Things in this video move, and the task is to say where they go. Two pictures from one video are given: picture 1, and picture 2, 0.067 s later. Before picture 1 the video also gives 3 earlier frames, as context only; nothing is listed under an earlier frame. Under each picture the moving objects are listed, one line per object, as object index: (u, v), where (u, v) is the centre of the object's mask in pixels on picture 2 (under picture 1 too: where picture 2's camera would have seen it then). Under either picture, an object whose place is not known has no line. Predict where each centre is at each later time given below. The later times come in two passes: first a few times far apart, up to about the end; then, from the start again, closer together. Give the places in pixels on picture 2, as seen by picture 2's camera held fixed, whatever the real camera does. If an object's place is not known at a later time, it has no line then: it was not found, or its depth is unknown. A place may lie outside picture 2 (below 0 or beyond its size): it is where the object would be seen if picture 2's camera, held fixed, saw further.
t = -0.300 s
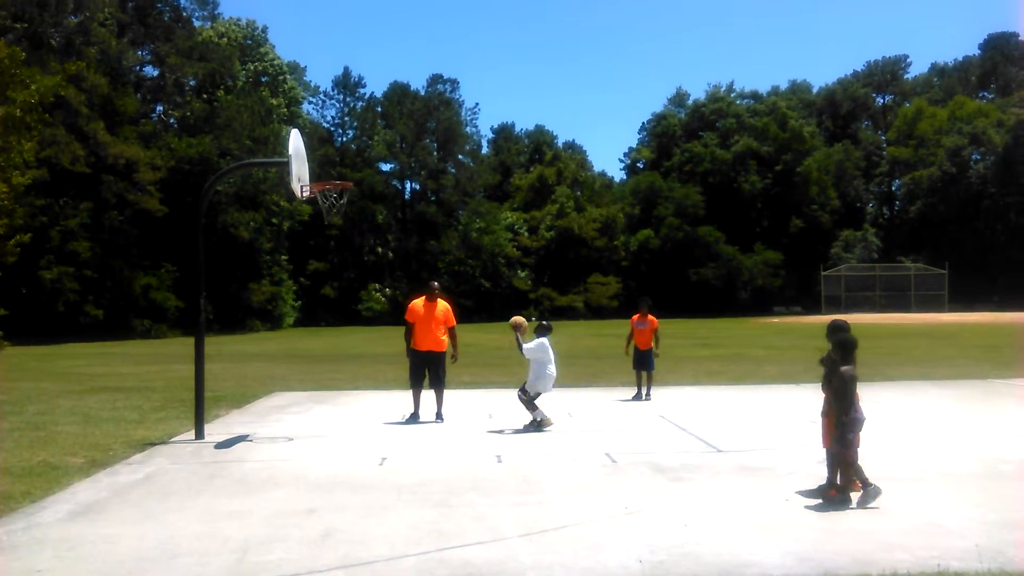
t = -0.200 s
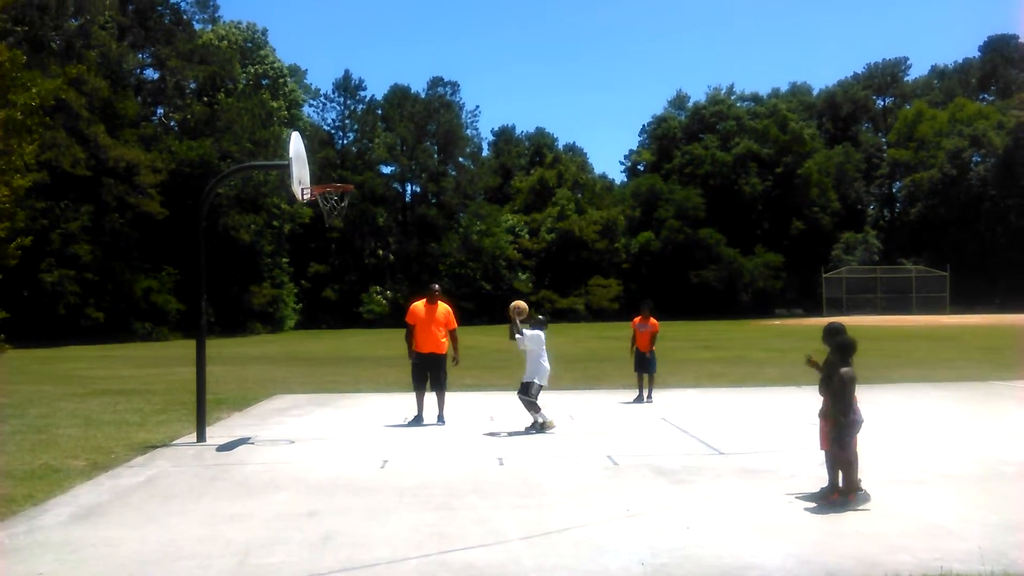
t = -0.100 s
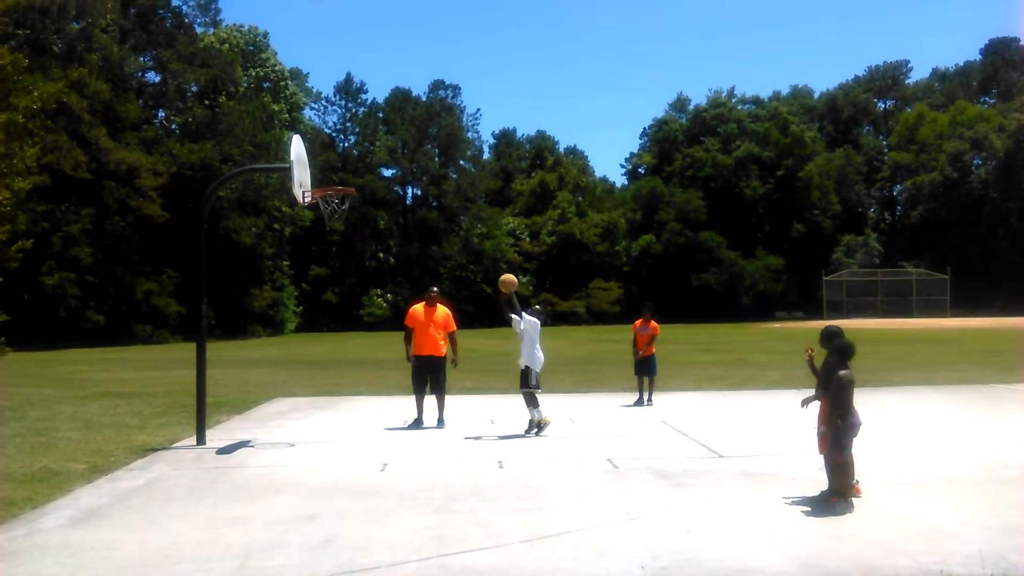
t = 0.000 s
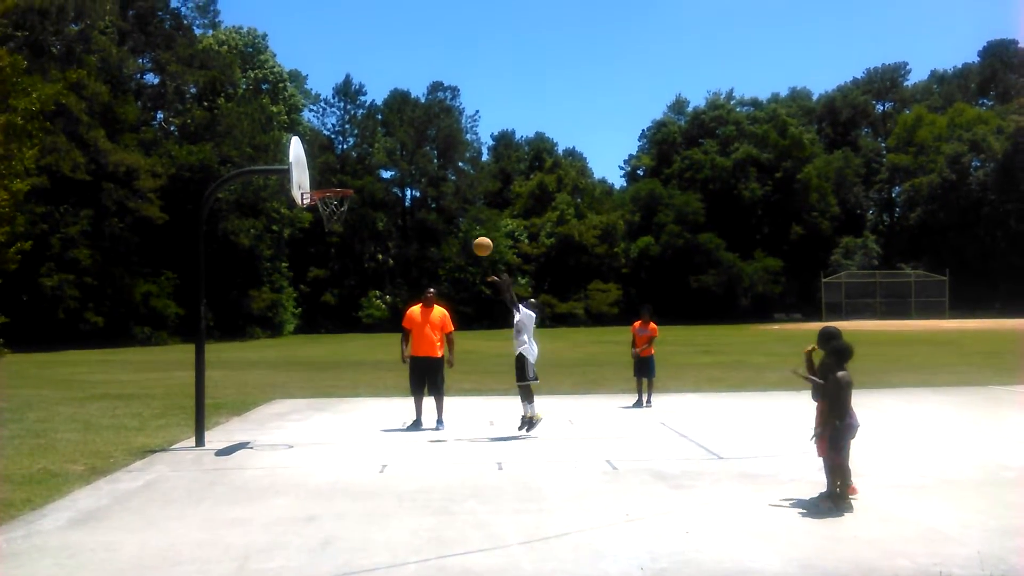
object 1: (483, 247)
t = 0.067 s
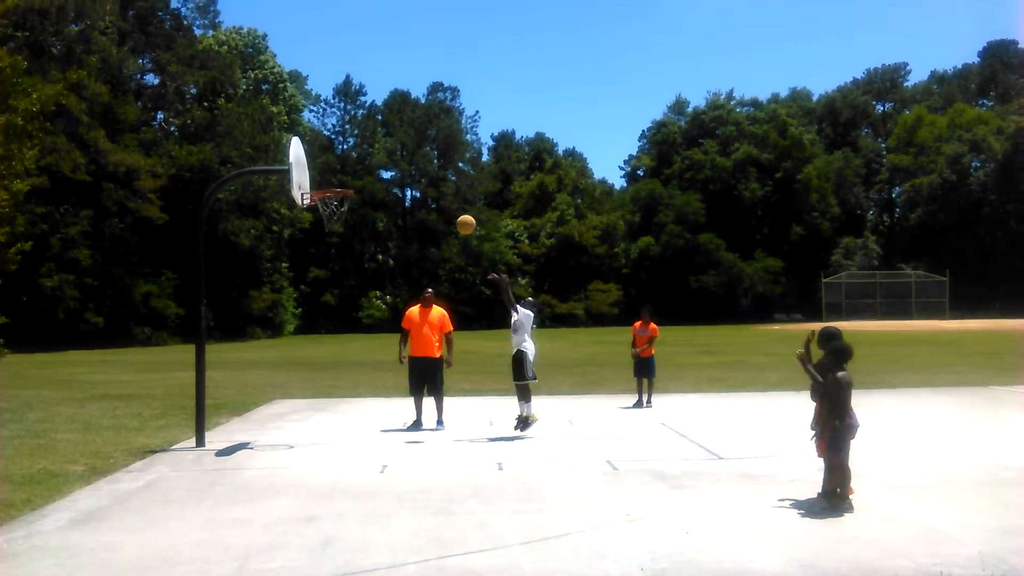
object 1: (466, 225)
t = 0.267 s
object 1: (415, 178)
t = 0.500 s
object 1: (354, 162)
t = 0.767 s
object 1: (332, 189)
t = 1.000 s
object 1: (342, 219)
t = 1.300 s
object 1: (334, 296)
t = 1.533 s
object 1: (330, 407)
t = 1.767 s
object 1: (318, 356)
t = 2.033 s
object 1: (302, 292)
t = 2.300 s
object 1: (288, 284)
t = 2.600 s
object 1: (269, 340)
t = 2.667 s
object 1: (266, 364)
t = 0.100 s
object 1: (457, 215)
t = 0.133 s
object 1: (448, 206)
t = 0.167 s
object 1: (440, 198)
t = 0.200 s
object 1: (431, 190)
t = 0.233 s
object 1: (423, 183)
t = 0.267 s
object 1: (415, 178)
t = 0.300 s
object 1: (406, 173)
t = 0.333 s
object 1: (397, 168)
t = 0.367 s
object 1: (388, 165)
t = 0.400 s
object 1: (380, 163)
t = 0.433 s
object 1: (371, 162)
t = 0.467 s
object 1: (363, 162)
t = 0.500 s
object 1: (354, 162)
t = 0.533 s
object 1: (345, 163)
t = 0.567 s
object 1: (337, 165)
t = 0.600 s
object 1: (328, 168)
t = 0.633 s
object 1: (319, 171)
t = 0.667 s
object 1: (311, 176)
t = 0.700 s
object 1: (317, 180)
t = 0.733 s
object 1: (325, 183)
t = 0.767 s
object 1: (332, 189)
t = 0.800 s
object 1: (341, 195)
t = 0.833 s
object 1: (344, 200)
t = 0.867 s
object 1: (343, 204)
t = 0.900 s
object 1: (344, 207)
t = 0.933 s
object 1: (343, 210)
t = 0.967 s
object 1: (343, 214)
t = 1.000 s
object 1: (342, 219)
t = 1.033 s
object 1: (341, 224)
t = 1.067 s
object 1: (339, 229)
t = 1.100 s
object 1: (338, 236)
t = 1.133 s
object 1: (338, 244)
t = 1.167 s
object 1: (337, 252)
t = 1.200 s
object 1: (336, 262)
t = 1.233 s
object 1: (336, 272)
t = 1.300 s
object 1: (334, 296)
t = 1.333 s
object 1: (333, 309)
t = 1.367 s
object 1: (333, 324)
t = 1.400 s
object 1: (333, 336)
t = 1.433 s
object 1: (332, 352)
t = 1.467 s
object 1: (331, 369)
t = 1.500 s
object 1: (331, 387)
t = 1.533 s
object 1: (330, 407)
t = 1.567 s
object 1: (329, 427)
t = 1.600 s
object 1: (328, 426)
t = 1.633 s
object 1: (325, 411)
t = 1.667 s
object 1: (324, 395)
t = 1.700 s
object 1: (322, 380)
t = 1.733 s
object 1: (320, 368)
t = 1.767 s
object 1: (318, 356)
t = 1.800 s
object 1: (316, 345)
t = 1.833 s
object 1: (314, 334)
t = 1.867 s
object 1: (312, 326)
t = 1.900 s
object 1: (310, 317)
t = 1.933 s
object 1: (308, 310)
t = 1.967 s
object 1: (306, 303)
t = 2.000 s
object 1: (304, 297)
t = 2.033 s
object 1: (302, 292)
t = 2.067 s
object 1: (300, 288)
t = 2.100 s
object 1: (298, 284)
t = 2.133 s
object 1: (296, 282)
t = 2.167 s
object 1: (294, 281)
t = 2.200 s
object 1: (294, 280)
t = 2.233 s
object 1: (291, 280)
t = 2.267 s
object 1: (290, 282)
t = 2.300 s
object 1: (288, 284)
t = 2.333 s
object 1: (286, 287)
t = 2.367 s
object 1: (284, 291)
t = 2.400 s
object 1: (283, 296)
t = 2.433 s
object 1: (281, 302)
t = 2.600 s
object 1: (269, 340)
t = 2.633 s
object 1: (268, 351)
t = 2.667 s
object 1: (266, 364)
